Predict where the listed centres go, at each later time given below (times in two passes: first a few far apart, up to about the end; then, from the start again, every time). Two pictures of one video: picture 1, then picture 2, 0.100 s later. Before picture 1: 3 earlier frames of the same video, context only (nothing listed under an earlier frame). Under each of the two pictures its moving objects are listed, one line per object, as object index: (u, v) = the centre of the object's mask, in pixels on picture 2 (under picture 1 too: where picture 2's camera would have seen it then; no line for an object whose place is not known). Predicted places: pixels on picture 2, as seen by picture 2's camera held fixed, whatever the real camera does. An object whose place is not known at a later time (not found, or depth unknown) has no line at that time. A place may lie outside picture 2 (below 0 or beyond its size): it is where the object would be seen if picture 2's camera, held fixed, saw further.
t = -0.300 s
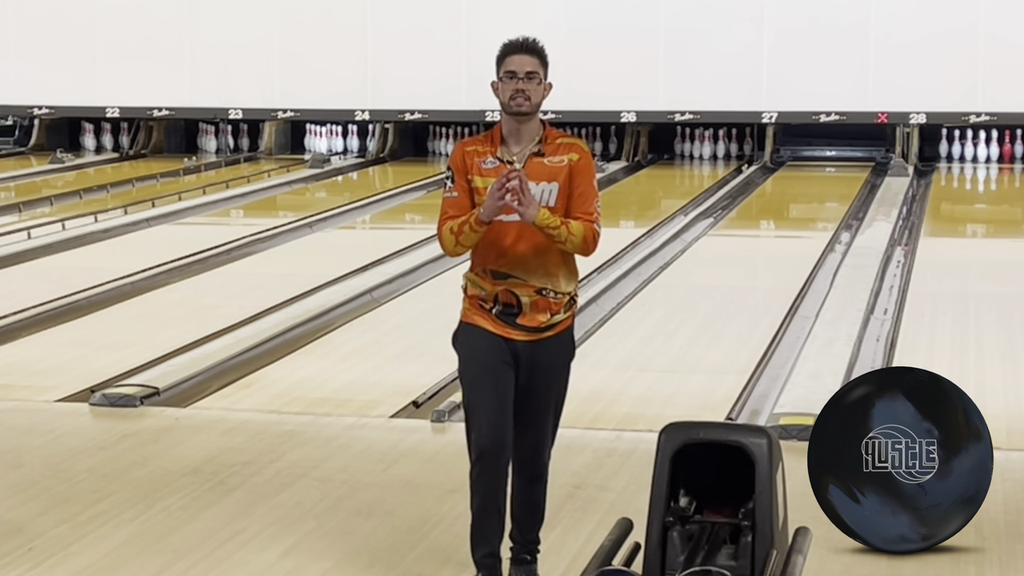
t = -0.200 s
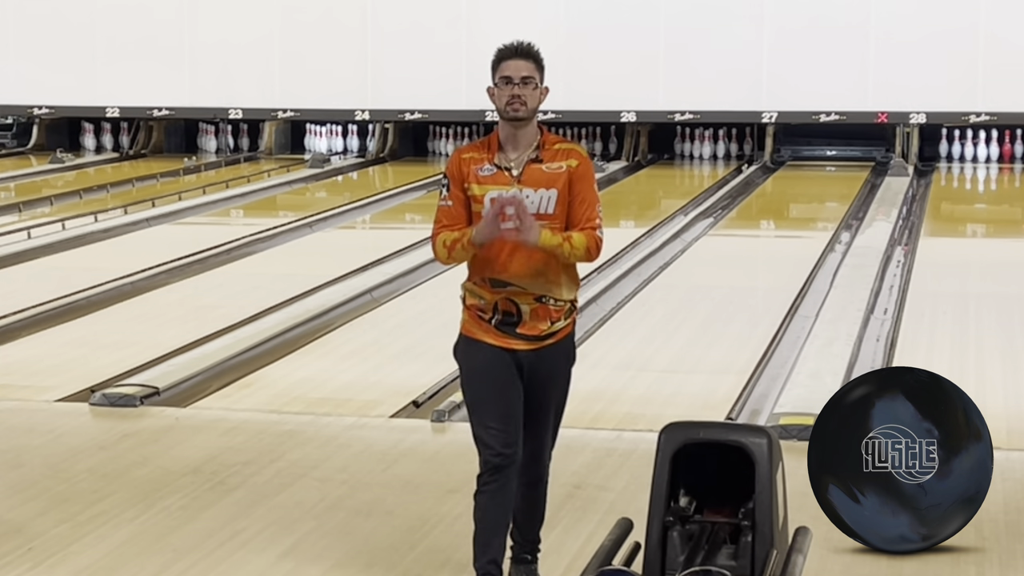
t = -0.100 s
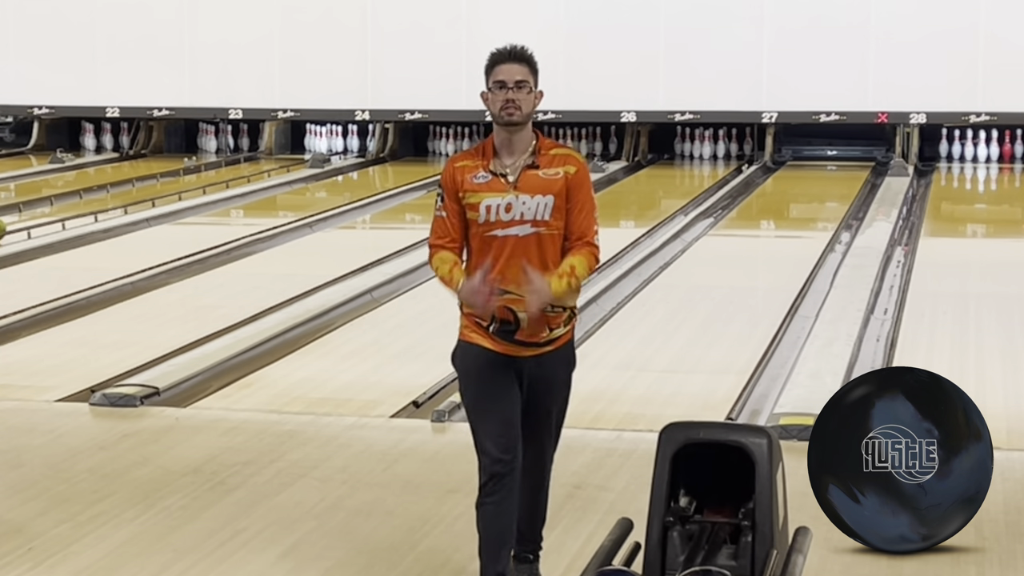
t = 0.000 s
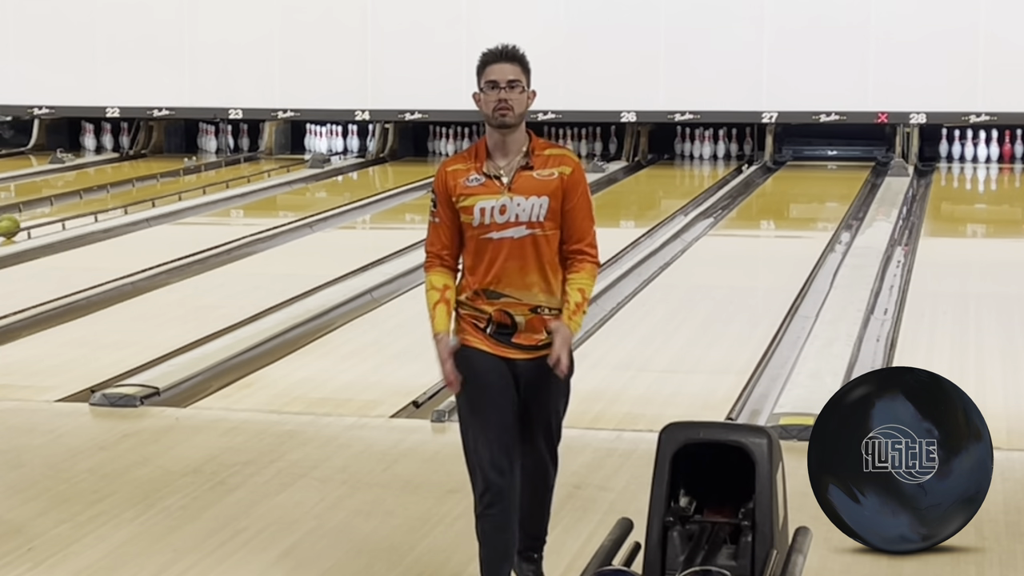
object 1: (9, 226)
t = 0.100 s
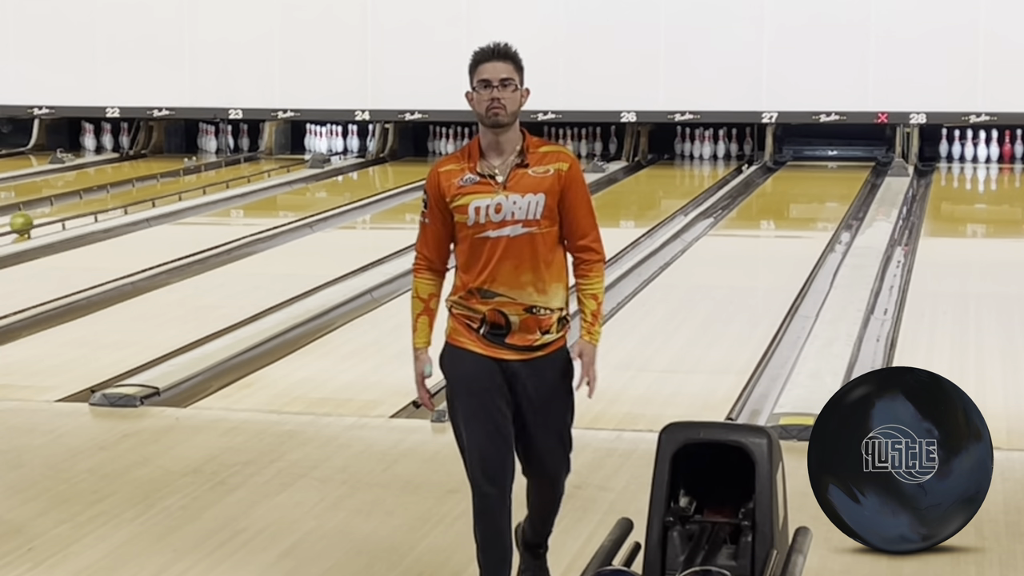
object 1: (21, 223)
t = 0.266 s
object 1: (42, 218)
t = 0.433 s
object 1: (59, 215)
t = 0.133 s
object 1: (25, 222)
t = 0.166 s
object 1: (30, 221)
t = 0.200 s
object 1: (33, 219)
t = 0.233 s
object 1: (37, 219)
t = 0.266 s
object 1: (42, 218)
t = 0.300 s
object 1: (45, 217)
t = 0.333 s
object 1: (49, 216)
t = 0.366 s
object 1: (52, 215)
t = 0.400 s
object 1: (56, 215)
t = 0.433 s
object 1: (59, 215)
